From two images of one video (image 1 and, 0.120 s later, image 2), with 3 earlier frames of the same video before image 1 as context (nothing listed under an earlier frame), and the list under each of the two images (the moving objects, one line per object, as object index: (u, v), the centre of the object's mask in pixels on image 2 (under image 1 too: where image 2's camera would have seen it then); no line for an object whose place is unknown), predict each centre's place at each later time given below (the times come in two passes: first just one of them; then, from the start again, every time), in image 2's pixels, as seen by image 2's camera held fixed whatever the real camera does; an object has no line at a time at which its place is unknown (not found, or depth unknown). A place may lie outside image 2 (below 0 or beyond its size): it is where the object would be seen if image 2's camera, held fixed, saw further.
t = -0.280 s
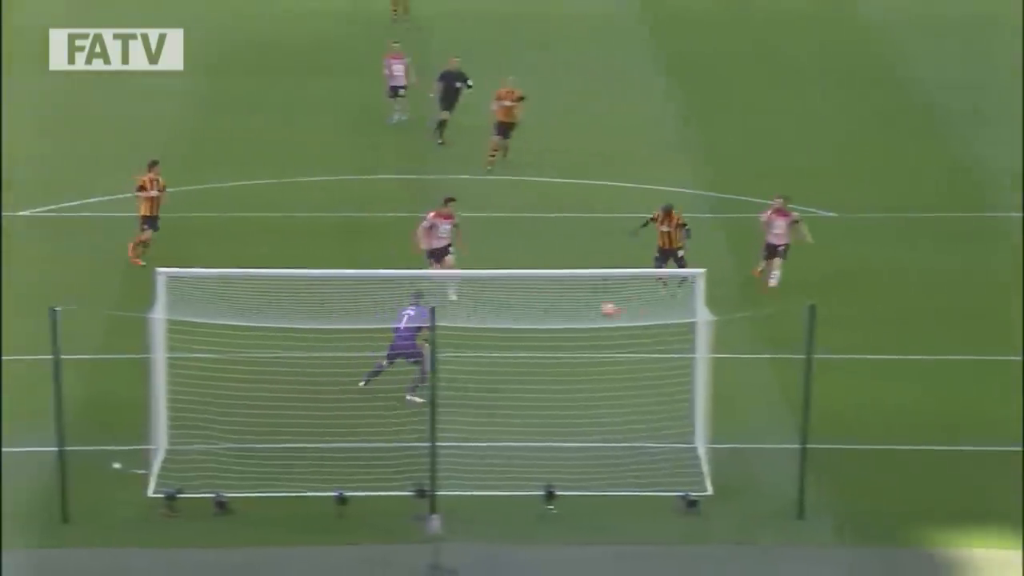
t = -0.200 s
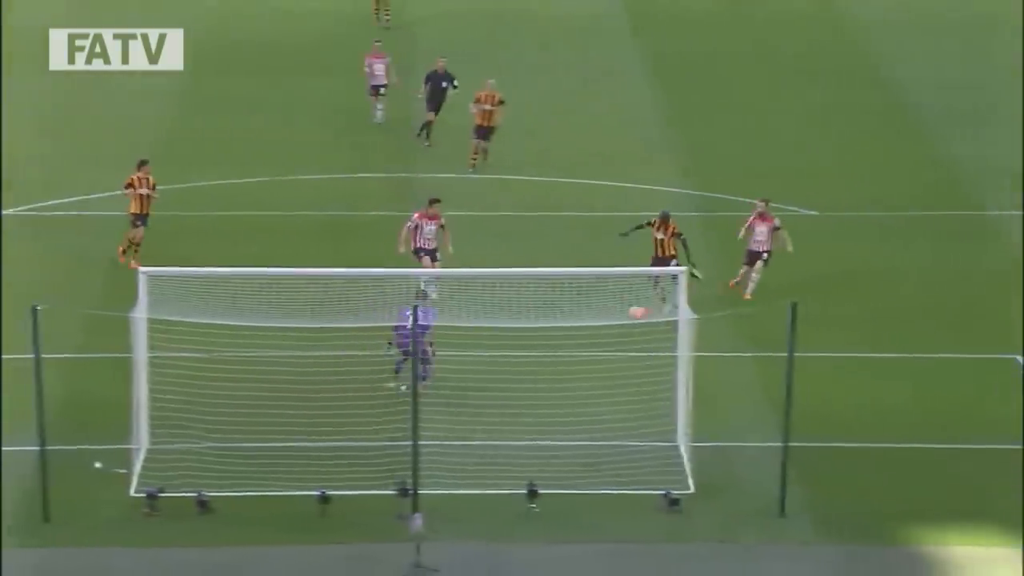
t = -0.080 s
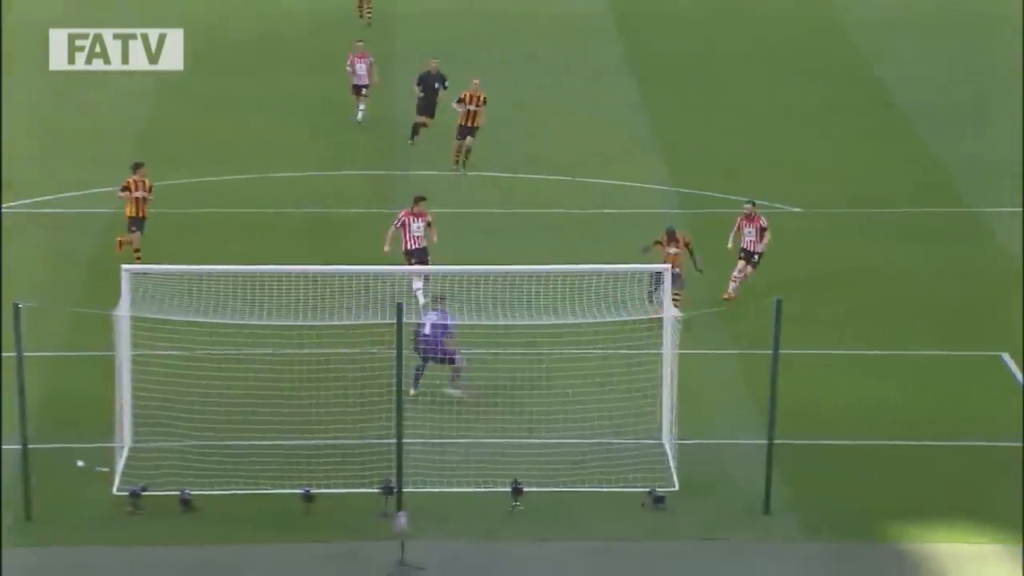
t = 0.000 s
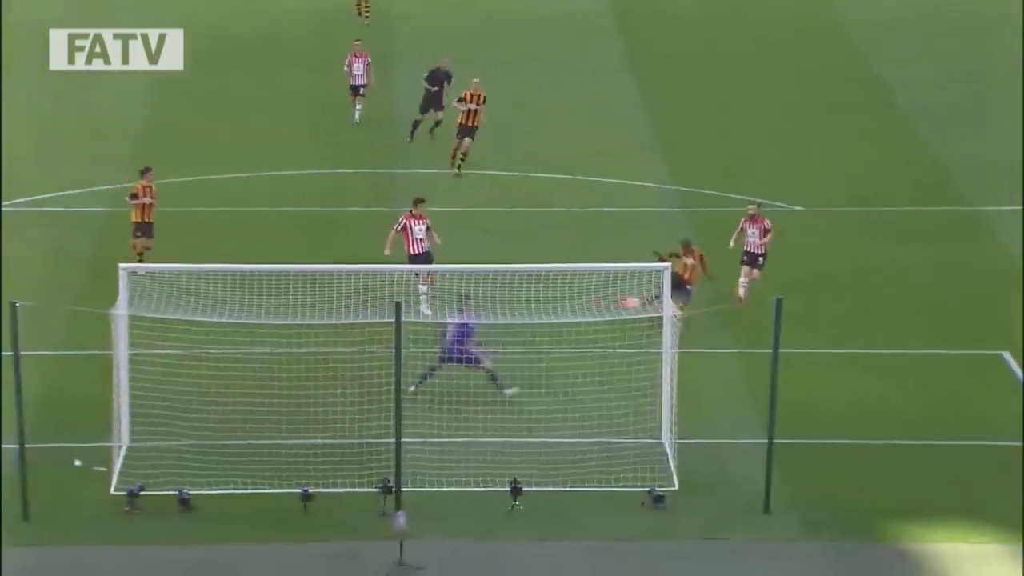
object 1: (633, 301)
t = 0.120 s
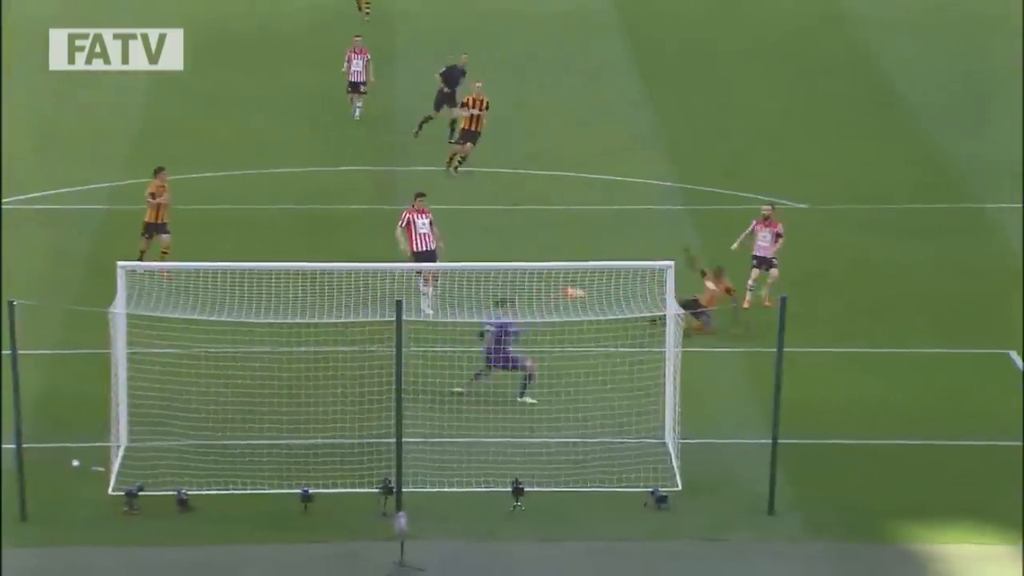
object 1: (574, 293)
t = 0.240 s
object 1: (509, 288)
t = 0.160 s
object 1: (552, 290)
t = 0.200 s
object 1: (531, 288)
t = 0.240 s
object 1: (509, 288)
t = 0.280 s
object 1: (490, 287)
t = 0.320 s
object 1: (469, 287)
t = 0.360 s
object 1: (457, 290)
